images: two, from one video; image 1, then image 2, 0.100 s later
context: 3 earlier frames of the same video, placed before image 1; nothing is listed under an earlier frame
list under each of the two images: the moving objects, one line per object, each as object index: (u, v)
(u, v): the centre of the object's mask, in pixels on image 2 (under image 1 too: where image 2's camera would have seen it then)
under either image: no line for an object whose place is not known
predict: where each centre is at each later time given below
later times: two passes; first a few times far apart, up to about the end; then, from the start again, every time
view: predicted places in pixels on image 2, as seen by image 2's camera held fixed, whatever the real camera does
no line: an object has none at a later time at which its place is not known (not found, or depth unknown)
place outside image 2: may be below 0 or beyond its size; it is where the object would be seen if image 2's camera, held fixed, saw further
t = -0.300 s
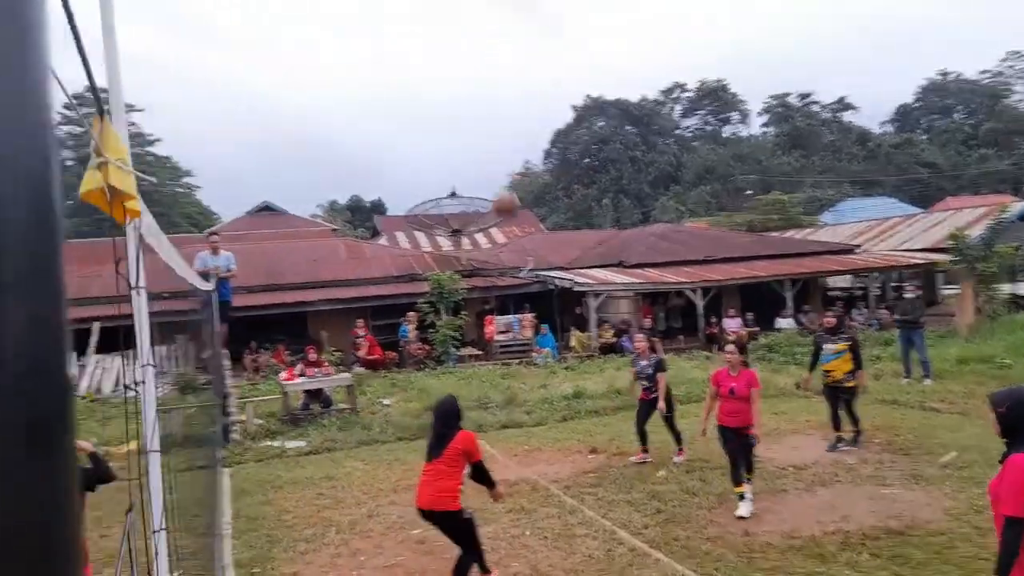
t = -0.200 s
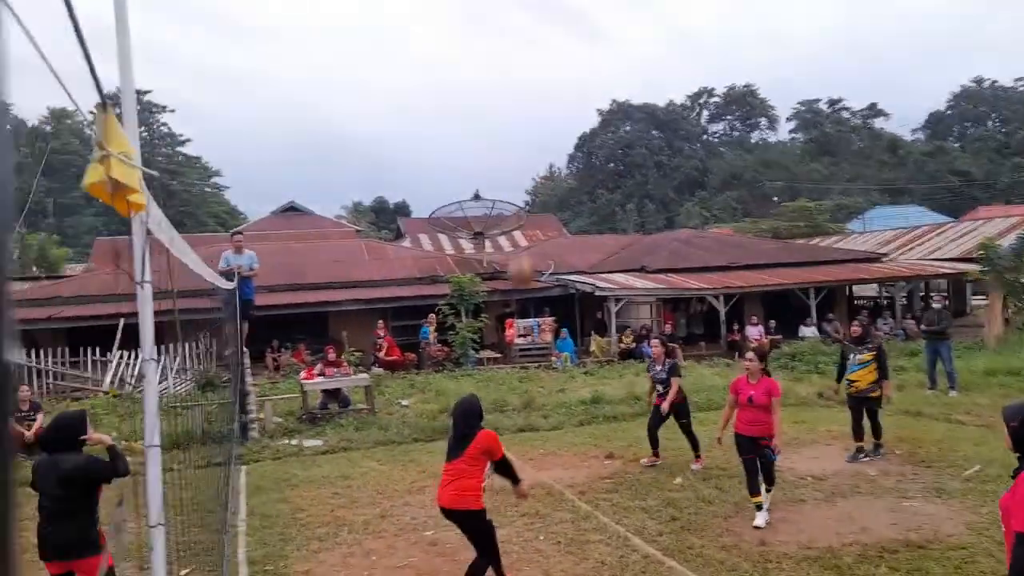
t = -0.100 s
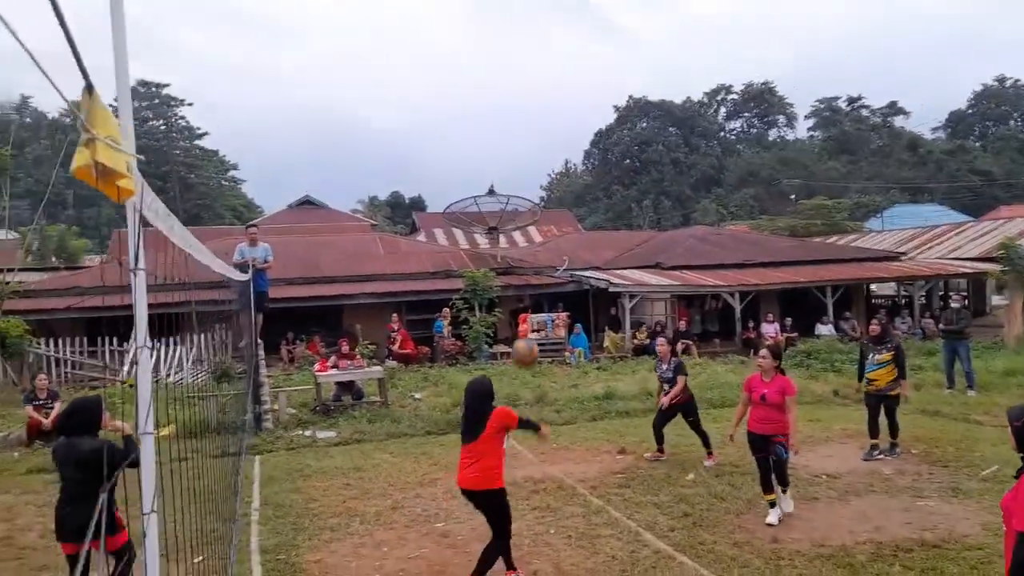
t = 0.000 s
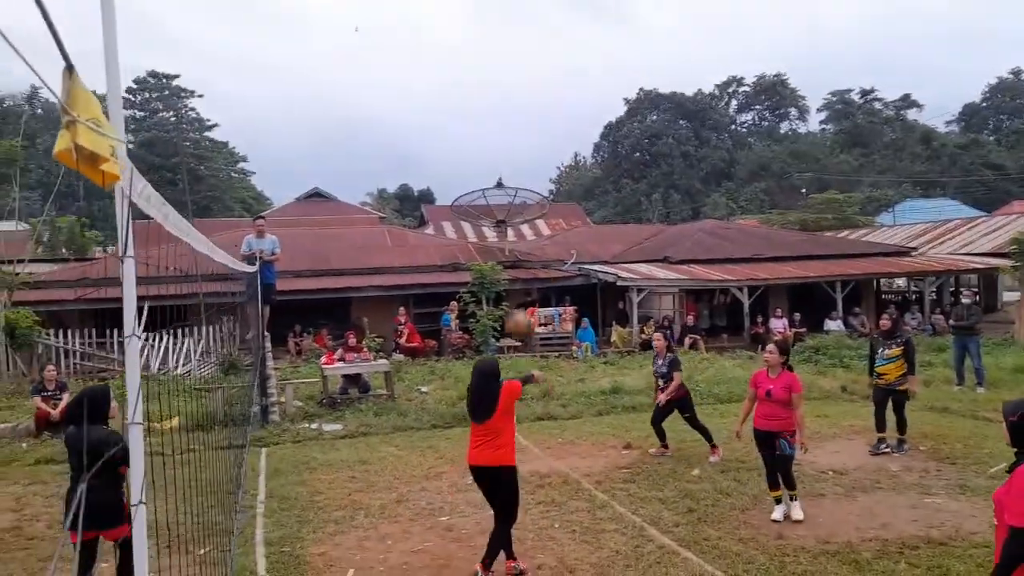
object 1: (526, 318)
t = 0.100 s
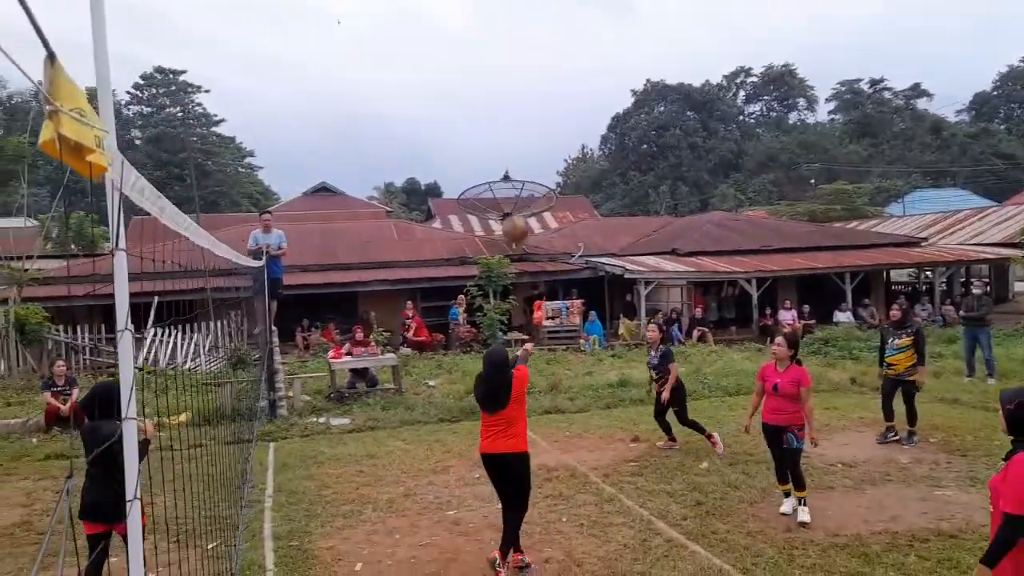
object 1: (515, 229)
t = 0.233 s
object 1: (504, 139)
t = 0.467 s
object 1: (492, 45)
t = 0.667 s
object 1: (484, 24)
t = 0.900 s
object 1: (481, 53)
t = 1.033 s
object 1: (481, 94)
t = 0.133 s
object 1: (513, 207)
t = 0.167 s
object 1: (509, 181)
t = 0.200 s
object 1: (506, 159)
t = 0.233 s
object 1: (504, 139)
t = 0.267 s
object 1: (502, 120)
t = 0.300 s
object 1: (500, 104)
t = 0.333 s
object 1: (498, 90)
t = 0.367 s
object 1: (495, 76)
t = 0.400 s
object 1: (493, 64)
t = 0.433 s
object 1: (493, 55)
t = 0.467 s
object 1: (492, 45)
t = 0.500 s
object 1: (490, 38)
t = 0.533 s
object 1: (487, 32)
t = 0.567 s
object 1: (487, 29)
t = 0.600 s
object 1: (489, 26)
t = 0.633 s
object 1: (488, 23)
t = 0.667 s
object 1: (484, 24)
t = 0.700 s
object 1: (483, 26)
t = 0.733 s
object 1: (485, 27)
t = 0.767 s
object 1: (484, 28)
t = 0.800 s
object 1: (483, 34)
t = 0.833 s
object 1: (482, 38)
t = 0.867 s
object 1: (481, 44)
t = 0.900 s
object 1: (481, 53)
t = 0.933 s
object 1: (482, 62)
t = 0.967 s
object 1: (481, 71)
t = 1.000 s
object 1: (481, 82)
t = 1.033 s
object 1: (481, 94)
